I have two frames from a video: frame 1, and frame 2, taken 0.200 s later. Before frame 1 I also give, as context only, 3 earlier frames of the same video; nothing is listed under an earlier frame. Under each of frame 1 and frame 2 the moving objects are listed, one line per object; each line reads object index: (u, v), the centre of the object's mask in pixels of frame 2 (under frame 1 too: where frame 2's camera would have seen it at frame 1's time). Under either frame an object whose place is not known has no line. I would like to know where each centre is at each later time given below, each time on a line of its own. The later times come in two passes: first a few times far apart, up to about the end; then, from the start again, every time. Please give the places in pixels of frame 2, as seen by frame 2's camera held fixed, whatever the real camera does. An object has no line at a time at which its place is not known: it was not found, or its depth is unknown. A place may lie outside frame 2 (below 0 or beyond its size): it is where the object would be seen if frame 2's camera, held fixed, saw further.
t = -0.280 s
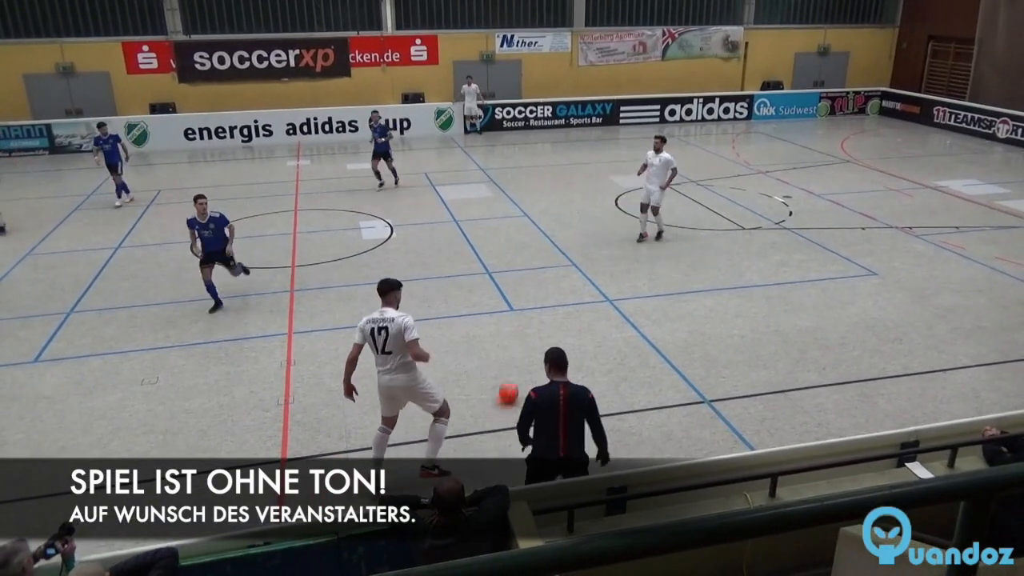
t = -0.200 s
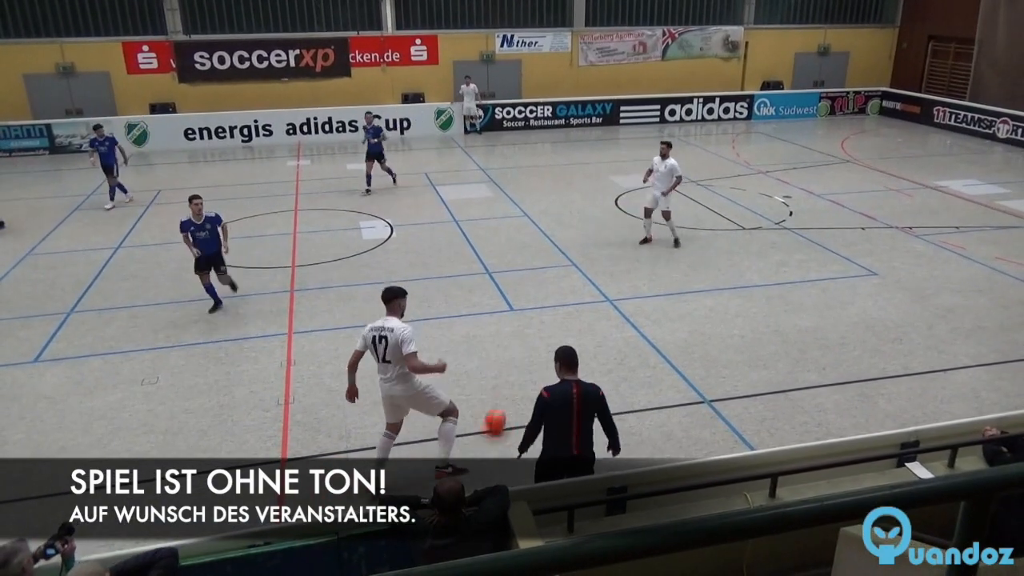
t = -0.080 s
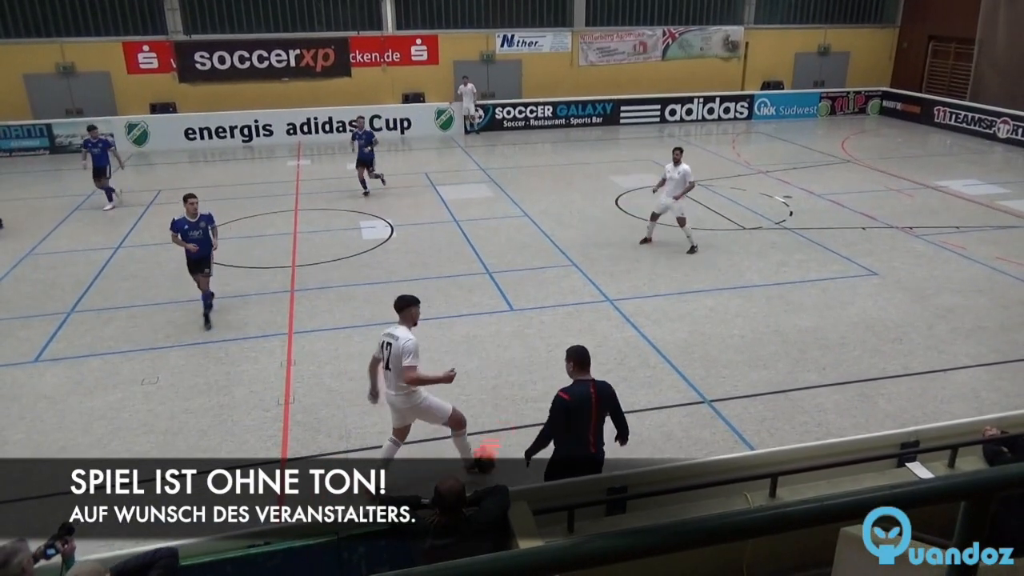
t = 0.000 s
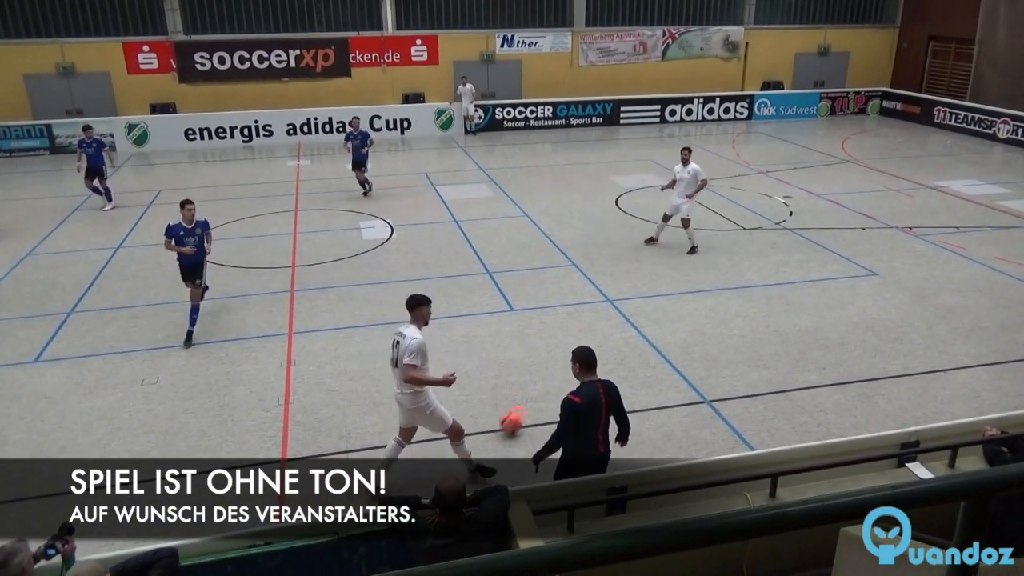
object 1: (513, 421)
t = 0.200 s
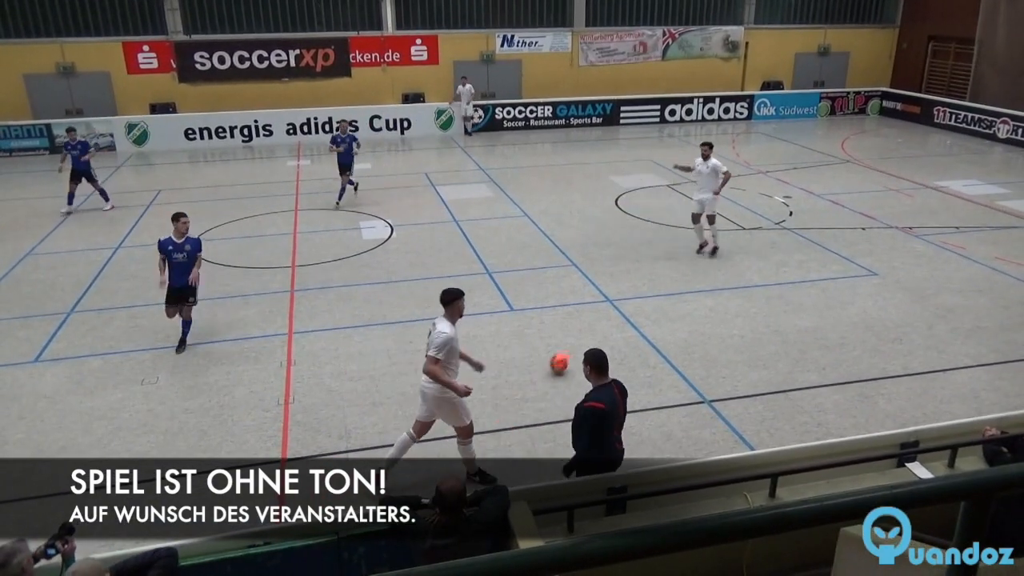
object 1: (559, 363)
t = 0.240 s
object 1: (566, 354)
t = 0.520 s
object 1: (600, 310)
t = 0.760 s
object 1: (620, 283)
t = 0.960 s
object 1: (635, 265)
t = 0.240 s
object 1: (566, 354)
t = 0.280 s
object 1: (572, 346)
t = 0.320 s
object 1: (578, 340)
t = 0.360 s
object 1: (583, 333)
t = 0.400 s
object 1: (588, 327)
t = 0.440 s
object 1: (592, 321)
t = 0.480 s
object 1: (596, 316)
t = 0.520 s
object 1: (600, 310)
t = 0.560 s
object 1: (603, 305)
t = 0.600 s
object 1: (607, 301)
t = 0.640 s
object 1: (611, 296)
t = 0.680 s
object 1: (614, 291)
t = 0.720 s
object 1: (617, 286)
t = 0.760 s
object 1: (620, 283)
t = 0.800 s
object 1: (623, 280)
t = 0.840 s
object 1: (627, 274)
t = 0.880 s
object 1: (630, 270)
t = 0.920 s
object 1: (633, 267)
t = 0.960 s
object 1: (635, 265)
